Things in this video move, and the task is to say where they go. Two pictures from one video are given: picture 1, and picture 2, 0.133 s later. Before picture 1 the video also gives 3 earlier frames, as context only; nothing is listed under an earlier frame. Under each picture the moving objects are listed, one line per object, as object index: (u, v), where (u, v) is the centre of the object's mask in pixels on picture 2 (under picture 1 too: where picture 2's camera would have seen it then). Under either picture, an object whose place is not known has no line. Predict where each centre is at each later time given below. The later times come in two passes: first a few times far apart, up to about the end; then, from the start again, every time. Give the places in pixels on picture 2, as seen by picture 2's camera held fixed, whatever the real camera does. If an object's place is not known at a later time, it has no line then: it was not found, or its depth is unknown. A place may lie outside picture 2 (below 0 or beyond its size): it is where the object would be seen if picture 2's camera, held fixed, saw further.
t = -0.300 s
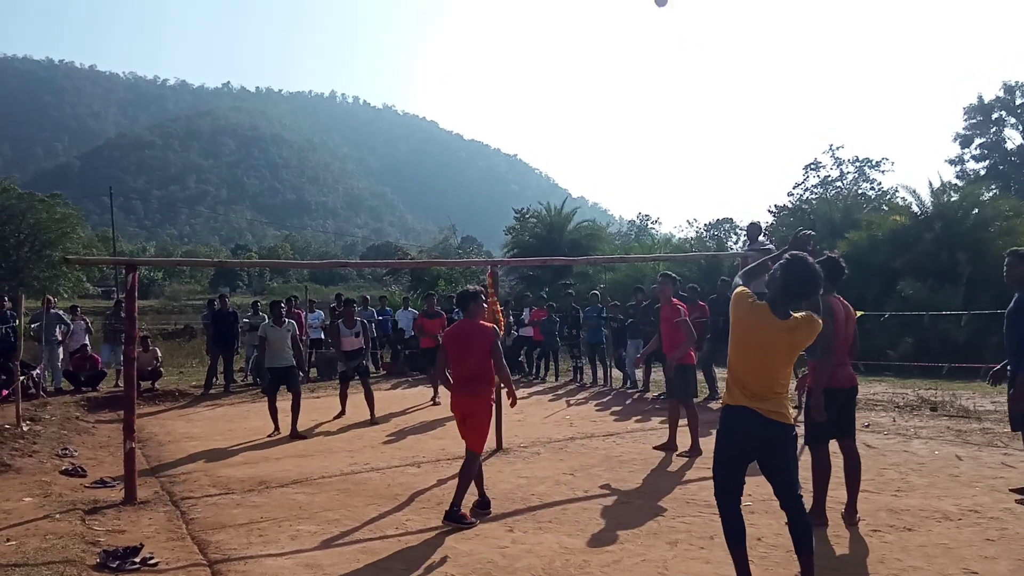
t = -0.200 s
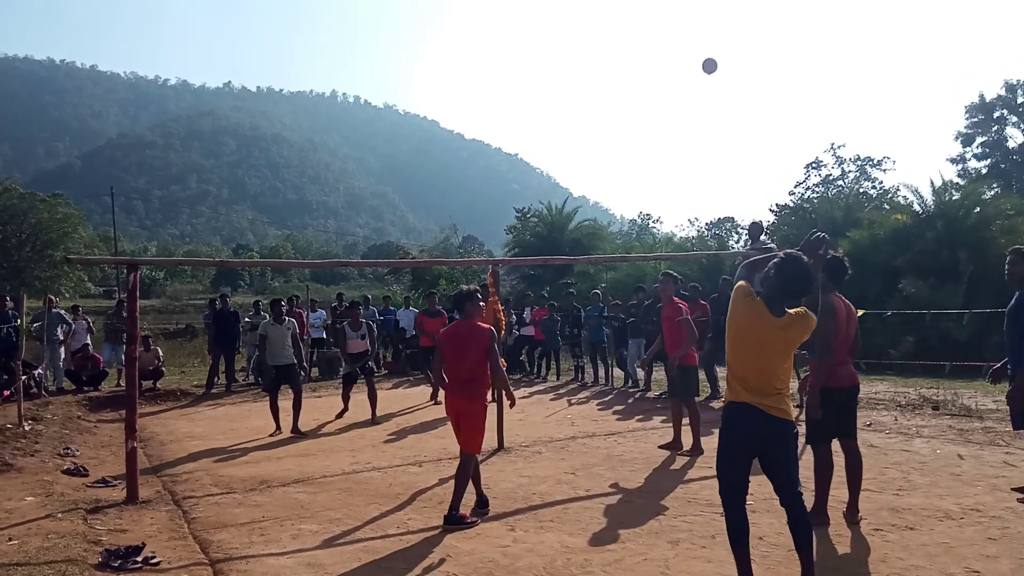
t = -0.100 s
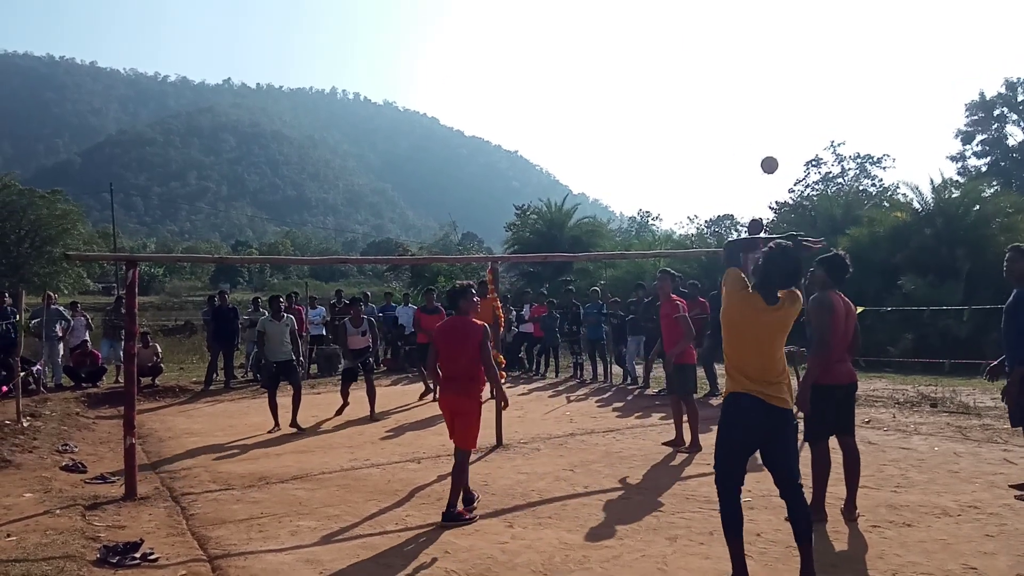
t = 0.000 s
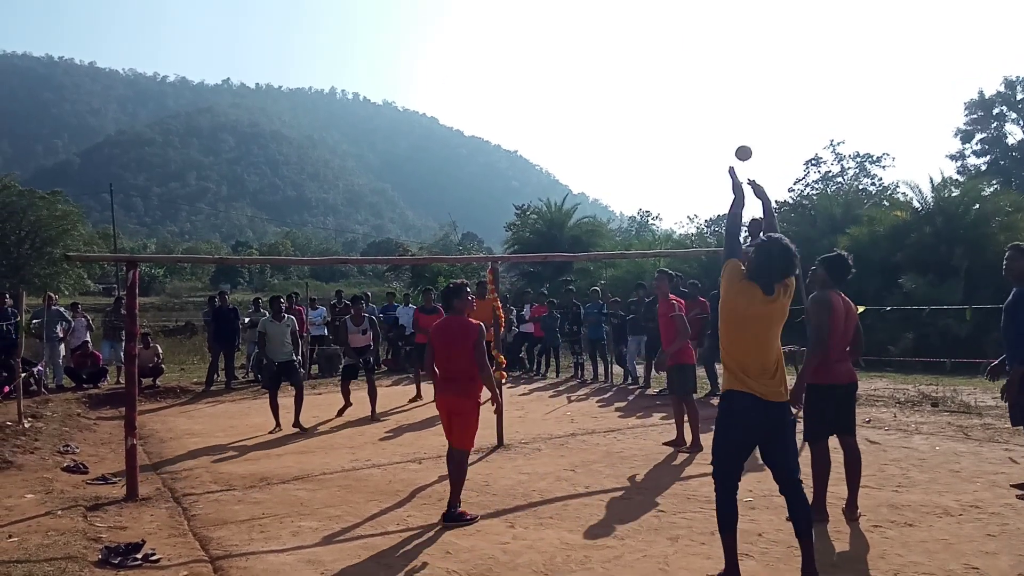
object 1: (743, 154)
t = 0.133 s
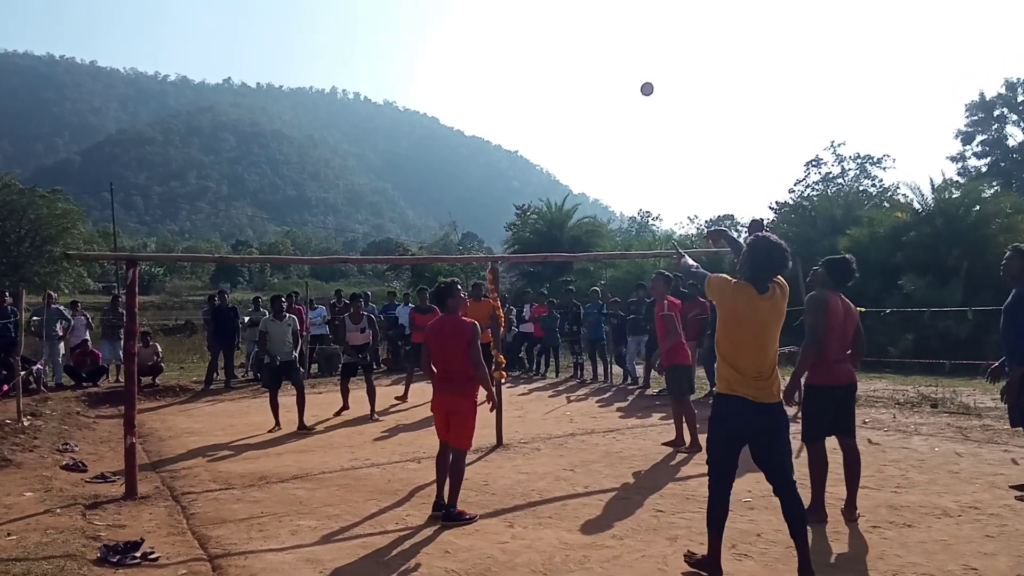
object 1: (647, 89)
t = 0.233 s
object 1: (594, 67)
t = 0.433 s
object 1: (517, 69)
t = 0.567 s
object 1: (480, 91)
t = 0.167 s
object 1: (627, 80)
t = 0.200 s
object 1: (610, 73)
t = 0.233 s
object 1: (594, 67)
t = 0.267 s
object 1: (579, 64)
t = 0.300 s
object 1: (564, 62)
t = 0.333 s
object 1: (551, 62)
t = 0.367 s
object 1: (538, 63)
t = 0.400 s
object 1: (527, 65)
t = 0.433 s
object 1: (517, 69)
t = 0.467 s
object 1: (507, 73)
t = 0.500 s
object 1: (497, 78)
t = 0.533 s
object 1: (488, 85)
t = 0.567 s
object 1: (480, 91)
